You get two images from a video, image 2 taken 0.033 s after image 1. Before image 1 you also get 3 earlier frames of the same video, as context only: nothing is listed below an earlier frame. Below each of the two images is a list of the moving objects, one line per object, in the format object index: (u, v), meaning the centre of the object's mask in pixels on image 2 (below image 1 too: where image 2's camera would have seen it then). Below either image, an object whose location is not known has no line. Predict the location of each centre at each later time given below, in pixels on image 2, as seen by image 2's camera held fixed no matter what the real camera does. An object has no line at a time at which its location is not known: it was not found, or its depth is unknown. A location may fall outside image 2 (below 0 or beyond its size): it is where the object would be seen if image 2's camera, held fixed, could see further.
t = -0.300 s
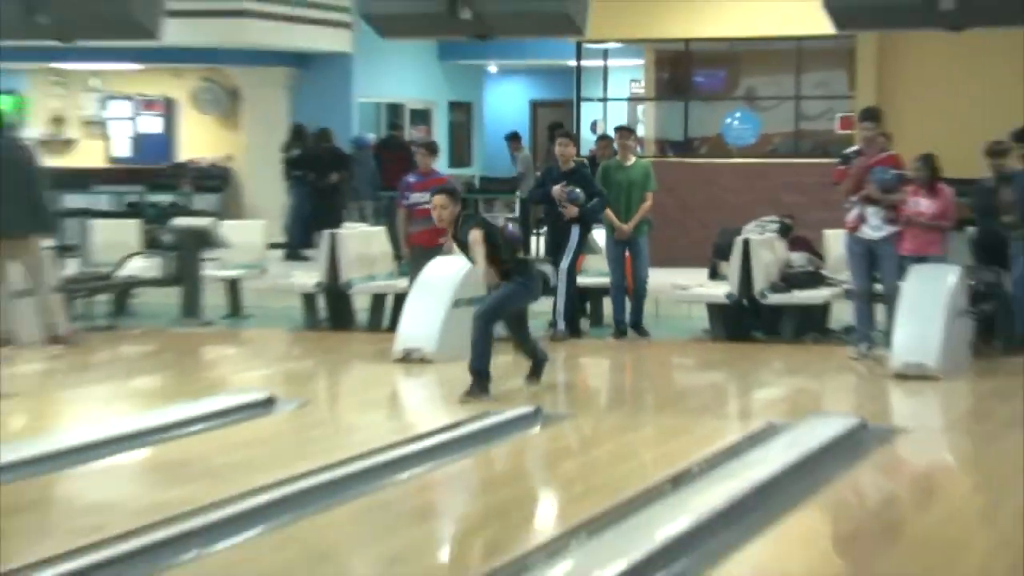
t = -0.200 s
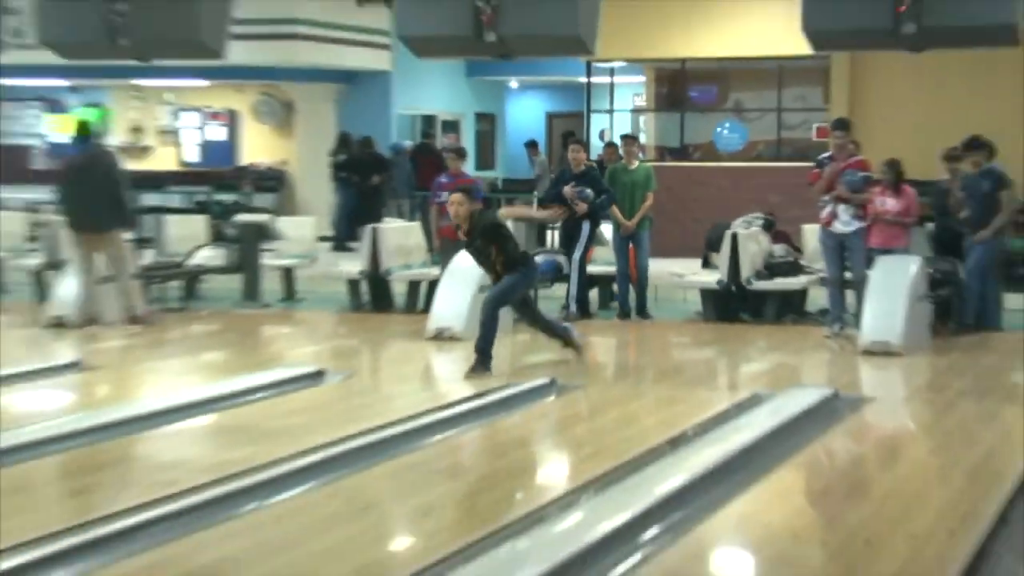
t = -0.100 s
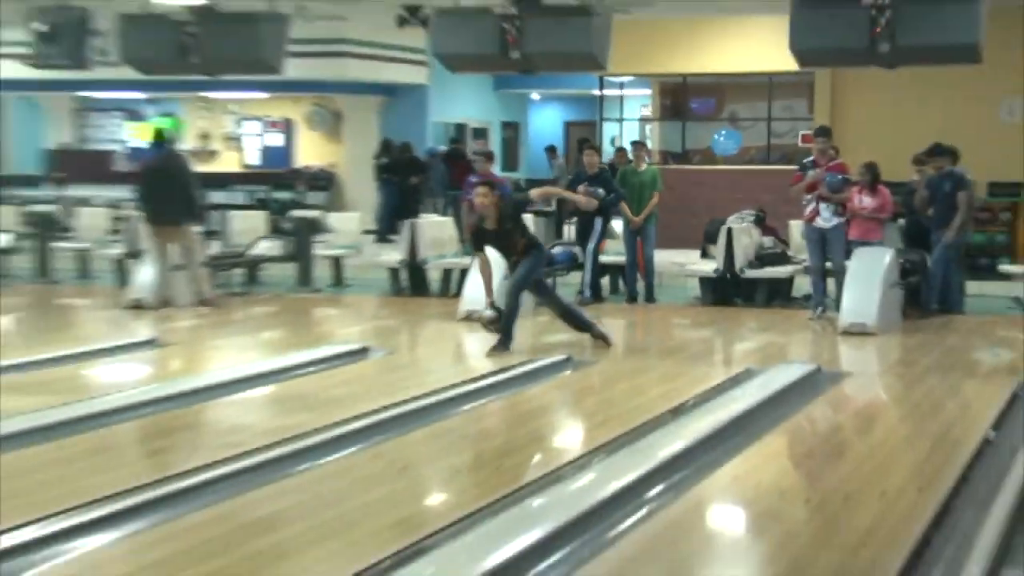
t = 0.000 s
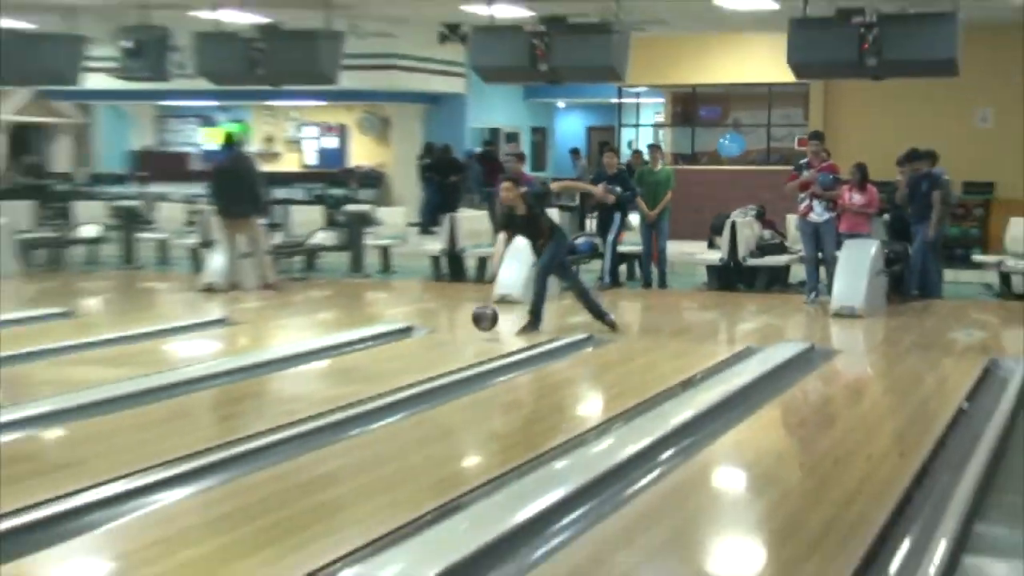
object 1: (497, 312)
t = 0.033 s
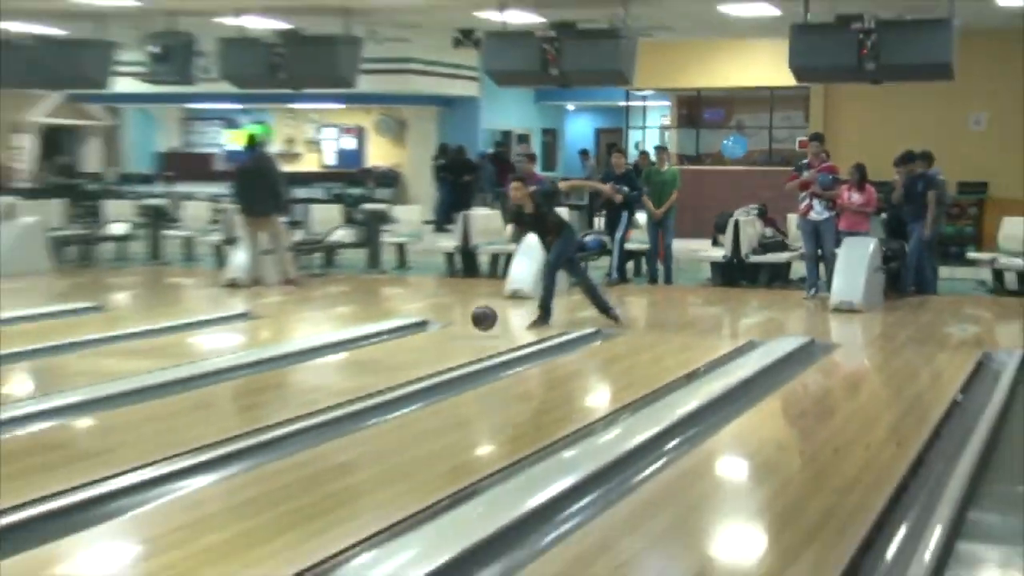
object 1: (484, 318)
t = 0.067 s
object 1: (470, 325)
